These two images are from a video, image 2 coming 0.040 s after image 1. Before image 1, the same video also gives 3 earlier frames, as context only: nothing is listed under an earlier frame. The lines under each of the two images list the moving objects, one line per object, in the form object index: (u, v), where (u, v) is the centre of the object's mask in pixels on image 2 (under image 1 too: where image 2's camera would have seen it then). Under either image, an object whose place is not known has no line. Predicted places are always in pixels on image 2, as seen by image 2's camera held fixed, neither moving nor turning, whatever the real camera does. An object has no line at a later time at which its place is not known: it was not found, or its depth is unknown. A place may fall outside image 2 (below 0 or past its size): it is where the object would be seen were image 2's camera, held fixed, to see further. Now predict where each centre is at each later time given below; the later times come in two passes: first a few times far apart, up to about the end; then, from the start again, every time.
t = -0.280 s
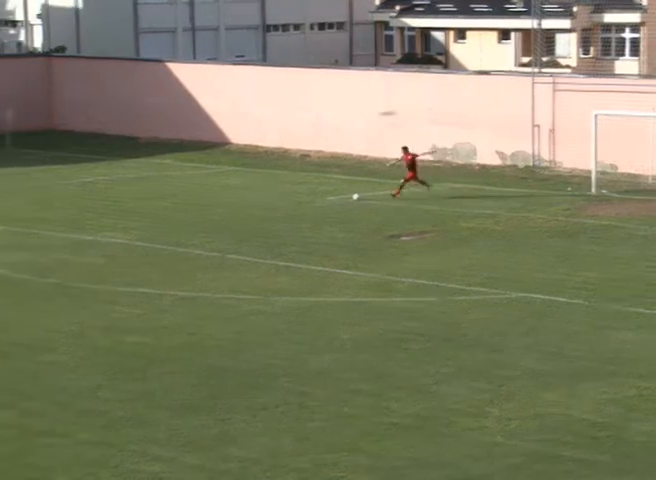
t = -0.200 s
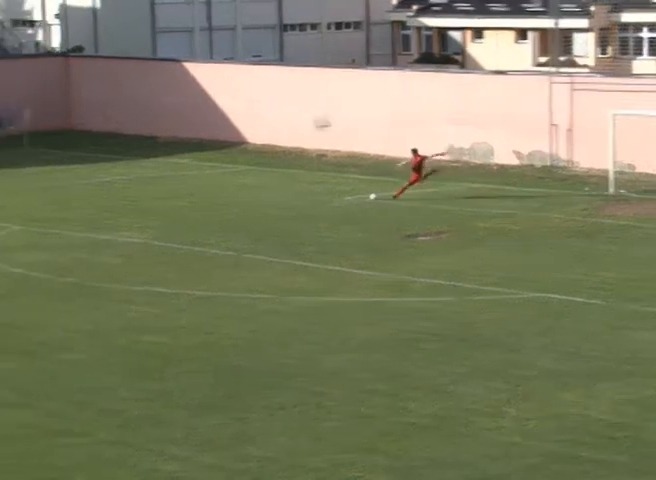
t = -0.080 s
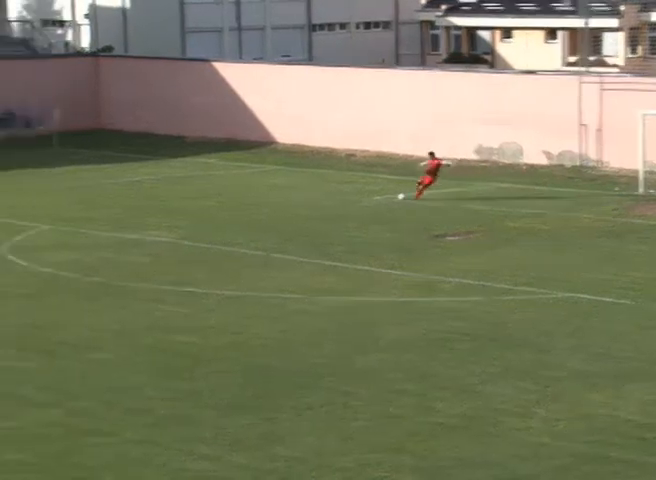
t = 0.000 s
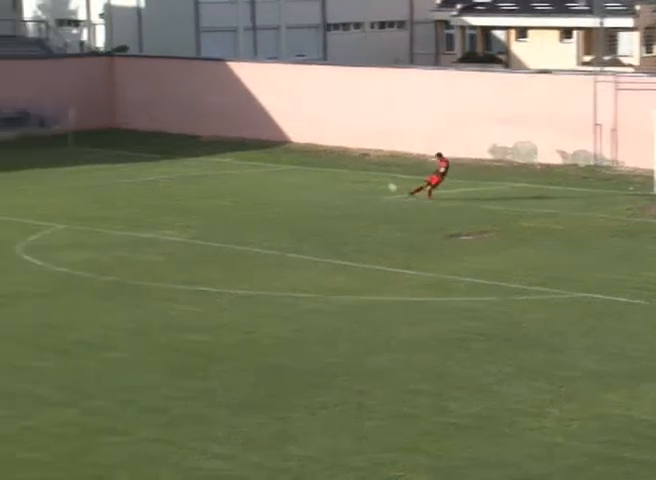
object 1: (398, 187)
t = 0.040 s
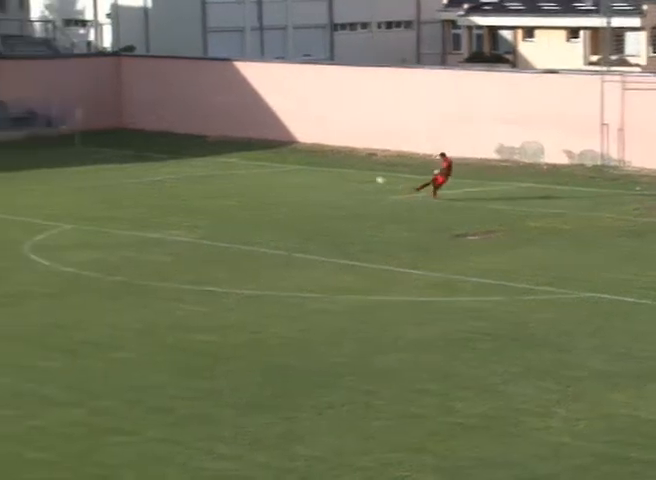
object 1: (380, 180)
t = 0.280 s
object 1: (272, 142)
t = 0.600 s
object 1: (135, 106)
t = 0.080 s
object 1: (361, 173)
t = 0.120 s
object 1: (343, 167)
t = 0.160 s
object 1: (324, 160)
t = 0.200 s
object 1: (306, 154)
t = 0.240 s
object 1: (289, 147)
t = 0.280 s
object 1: (272, 142)
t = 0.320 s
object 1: (255, 136)
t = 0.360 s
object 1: (238, 131)
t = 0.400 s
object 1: (220, 126)
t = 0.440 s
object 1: (202, 122)
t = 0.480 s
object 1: (185, 118)
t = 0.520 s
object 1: (169, 113)
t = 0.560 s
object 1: (151, 109)
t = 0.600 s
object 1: (135, 106)
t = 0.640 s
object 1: (117, 103)
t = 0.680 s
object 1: (101, 101)
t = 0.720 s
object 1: (84, 100)
